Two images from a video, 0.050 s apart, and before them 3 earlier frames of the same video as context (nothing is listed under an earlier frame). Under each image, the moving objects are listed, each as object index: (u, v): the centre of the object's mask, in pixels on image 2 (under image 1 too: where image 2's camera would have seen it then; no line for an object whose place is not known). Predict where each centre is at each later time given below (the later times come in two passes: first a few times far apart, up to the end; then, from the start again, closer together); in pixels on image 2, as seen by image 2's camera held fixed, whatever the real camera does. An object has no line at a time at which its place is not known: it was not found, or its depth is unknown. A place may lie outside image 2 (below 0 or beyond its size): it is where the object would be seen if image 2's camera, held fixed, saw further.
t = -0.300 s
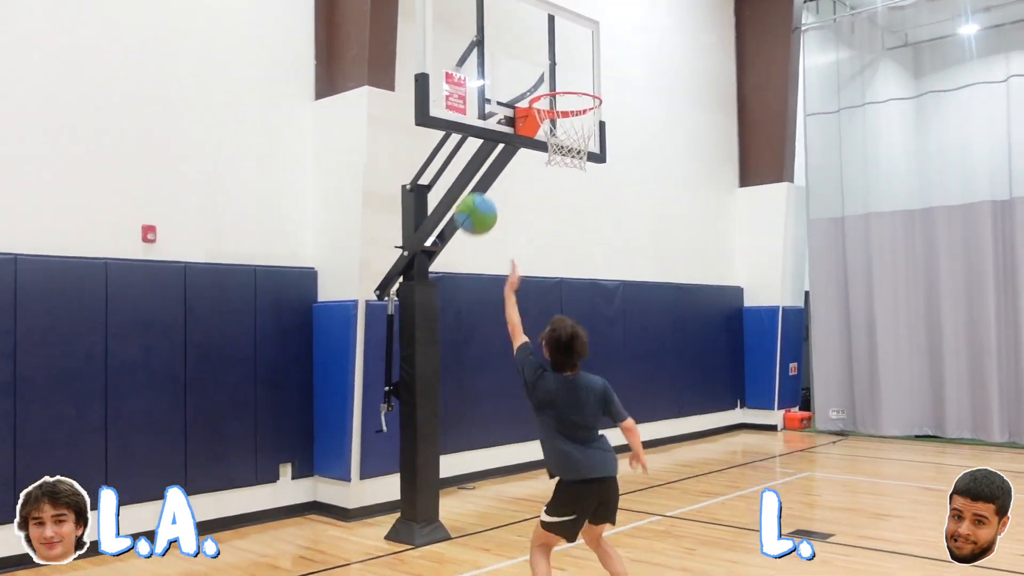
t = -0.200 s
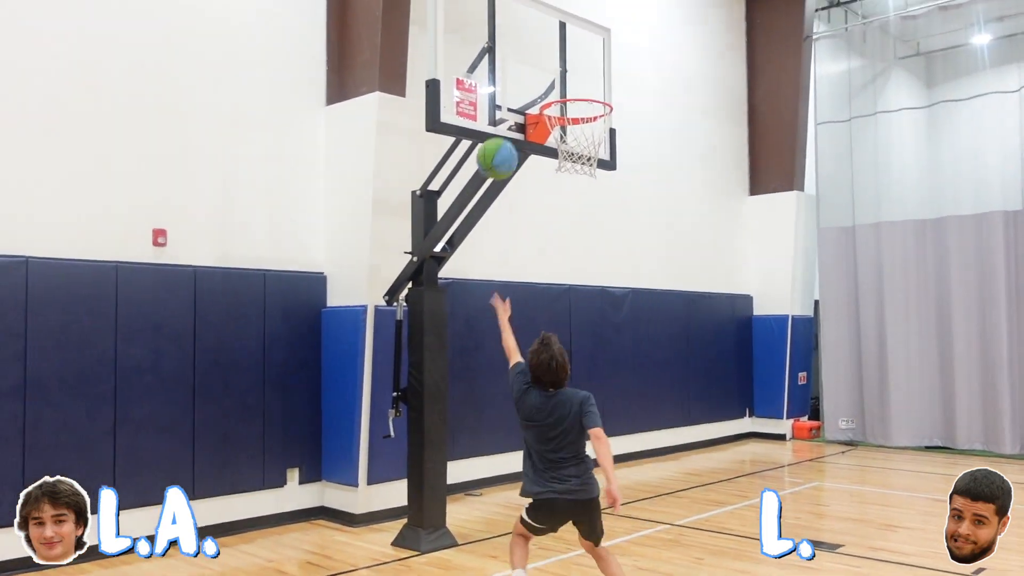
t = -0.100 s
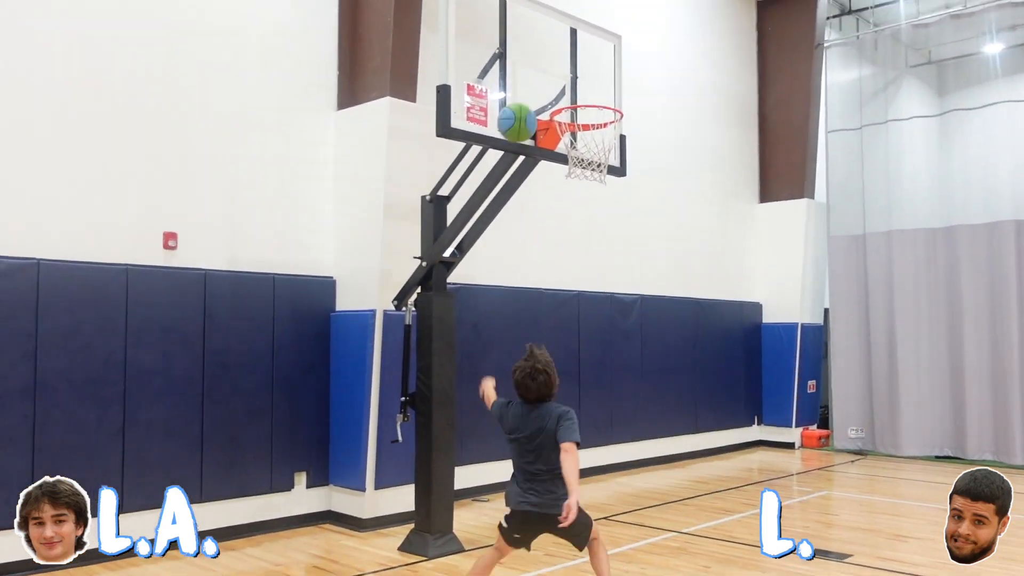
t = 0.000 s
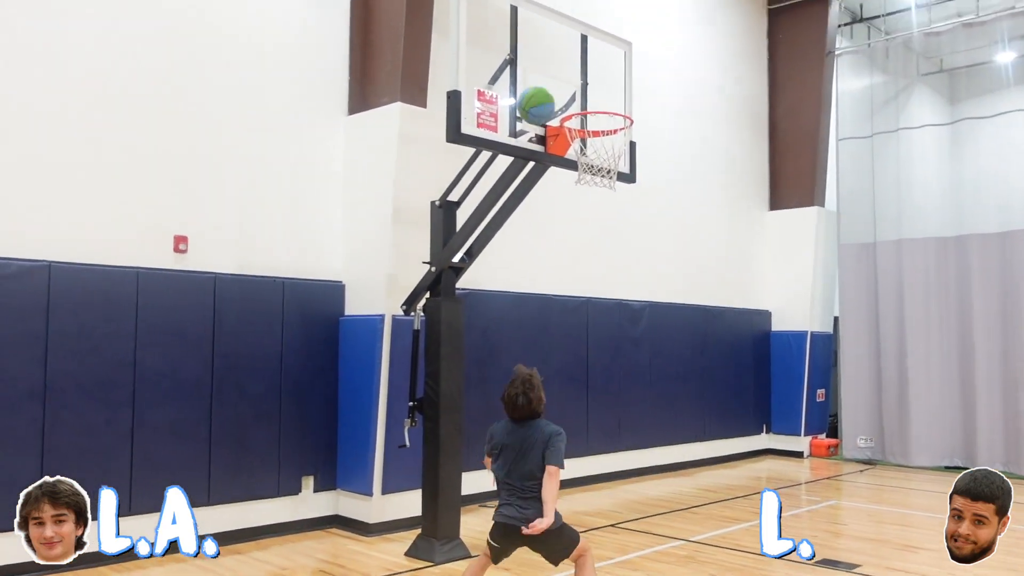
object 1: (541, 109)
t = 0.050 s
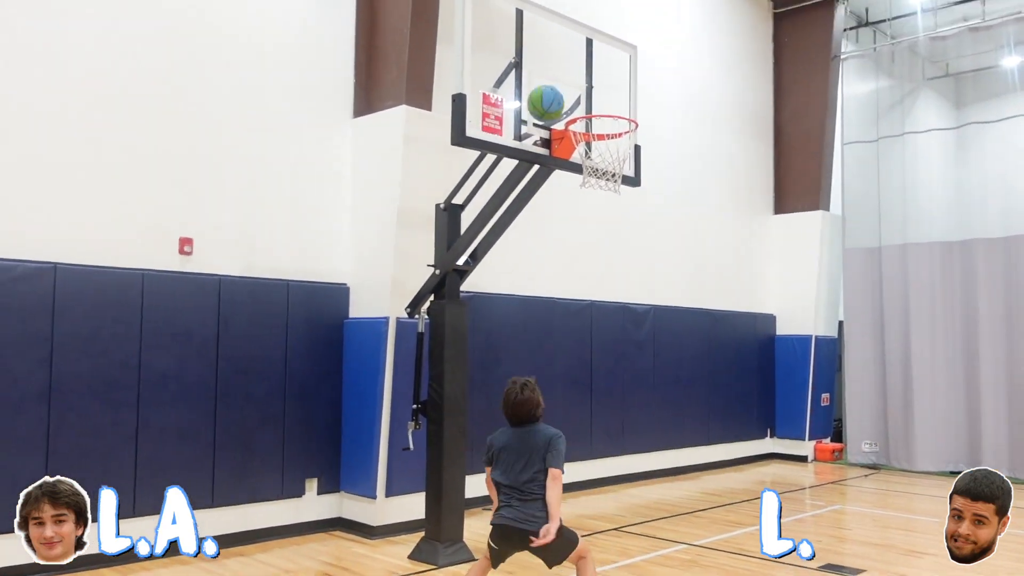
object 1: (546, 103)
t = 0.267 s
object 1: (564, 107)
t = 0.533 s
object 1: (602, 148)
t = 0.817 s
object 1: (624, 251)
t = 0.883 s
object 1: (627, 288)
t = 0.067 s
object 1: (547, 102)
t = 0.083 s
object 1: (548, 102)
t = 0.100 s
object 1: (550, 102)
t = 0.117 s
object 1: (551, 102)
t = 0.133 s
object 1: (552, 102)
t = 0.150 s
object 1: (554, 104)
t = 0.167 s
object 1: (555, 105)
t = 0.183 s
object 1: (556, 107)
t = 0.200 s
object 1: (557, 109)
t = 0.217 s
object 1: (557, 111)
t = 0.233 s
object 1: (559, 110)
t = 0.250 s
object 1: (562, 108)
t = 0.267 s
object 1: (564, 107)
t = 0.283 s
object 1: (566, 107)
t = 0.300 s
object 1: (569, 106)
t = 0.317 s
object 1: (571, 106)
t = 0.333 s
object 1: (573, 106)
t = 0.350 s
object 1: (575, 107)
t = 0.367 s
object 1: (579, 112)
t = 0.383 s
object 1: (582, 114)
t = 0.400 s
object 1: (585, 118)
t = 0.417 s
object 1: (586, 120)
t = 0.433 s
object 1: (588, 126)
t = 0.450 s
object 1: (591, 128)
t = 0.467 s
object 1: (593, 131)
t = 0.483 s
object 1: (594, 135)
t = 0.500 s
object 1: (597, 138)
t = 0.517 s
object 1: (599, 143)
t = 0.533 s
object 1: (602, 148)
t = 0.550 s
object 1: (603, 157)
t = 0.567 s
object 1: (606, 161)
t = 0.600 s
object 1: (610, 172)
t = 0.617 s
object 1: (612, 177)
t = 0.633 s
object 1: (613, 181)
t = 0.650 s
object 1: (613, 188)
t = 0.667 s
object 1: (615, 192)
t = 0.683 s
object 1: (616, 194)
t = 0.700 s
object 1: (617, 200)
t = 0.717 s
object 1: (618, 206)
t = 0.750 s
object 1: (620, 219)
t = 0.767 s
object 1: (621, 226)
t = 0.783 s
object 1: (622, 234)
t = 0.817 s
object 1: (624, 251)
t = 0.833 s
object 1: (625, 260)
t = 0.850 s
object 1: (626, 269)
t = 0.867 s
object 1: (627, 278)
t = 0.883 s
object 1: (627, 288)
